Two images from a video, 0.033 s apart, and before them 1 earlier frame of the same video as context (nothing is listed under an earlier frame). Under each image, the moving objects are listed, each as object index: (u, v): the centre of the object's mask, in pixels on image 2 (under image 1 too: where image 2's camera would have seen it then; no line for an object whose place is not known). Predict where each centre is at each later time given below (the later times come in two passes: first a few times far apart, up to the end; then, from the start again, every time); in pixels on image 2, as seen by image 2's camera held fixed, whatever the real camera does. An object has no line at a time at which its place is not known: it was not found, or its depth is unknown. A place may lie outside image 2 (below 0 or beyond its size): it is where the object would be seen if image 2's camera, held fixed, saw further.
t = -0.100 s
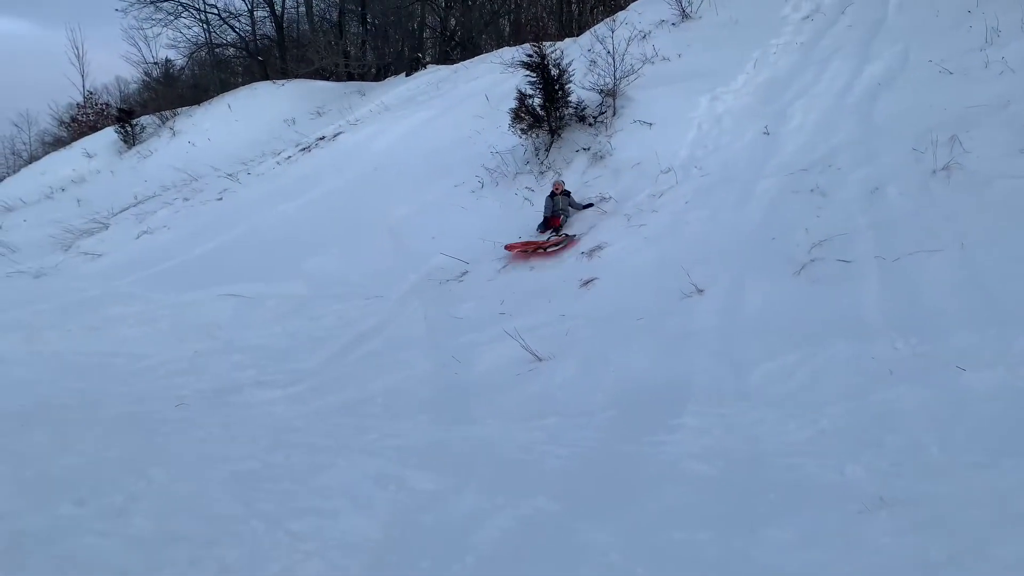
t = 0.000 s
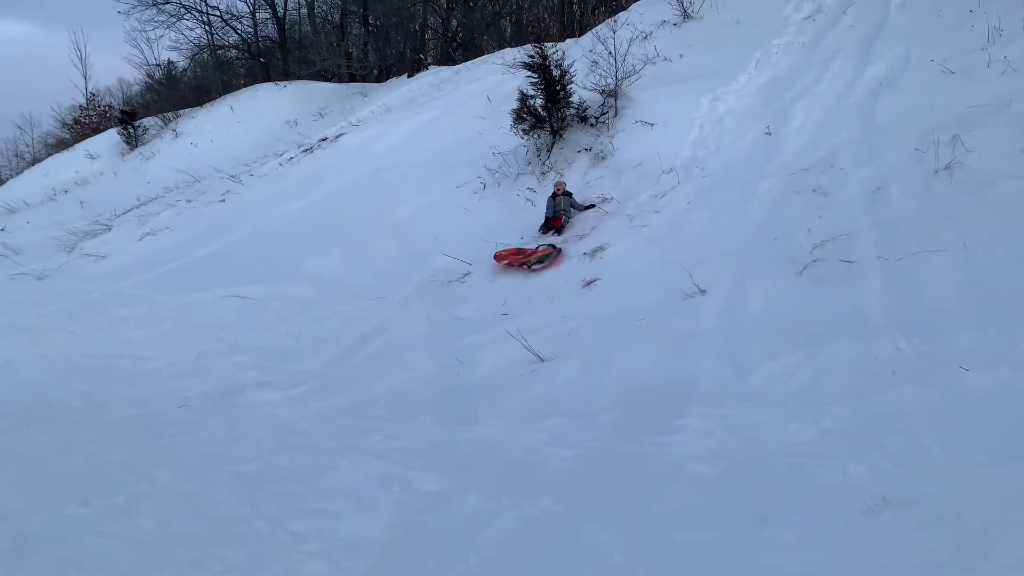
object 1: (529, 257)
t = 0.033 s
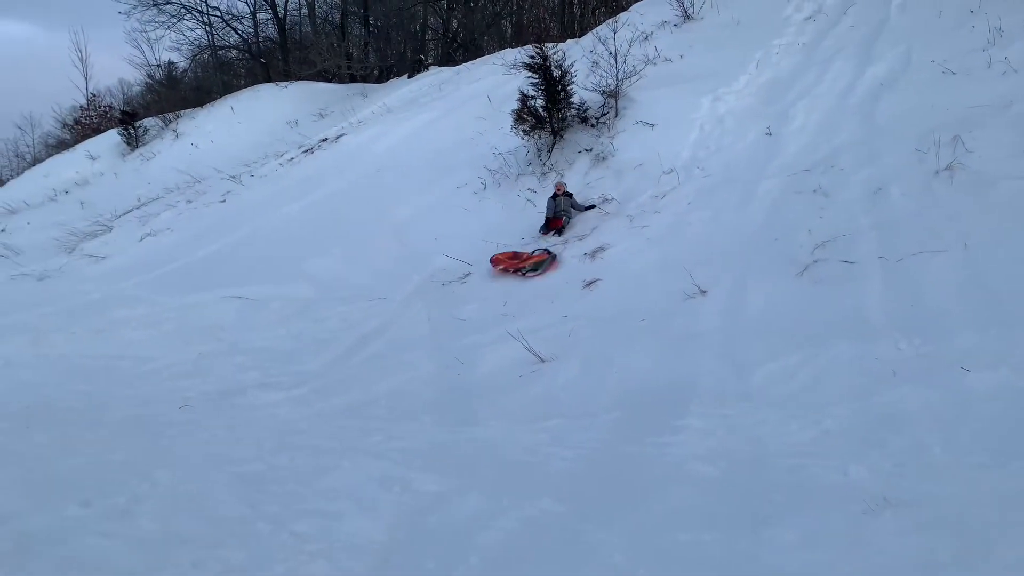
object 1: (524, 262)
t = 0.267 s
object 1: (480, 297)
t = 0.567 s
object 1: (409, 330)
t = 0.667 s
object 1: (383, 344)
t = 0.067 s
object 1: (518, 267)
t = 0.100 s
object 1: (513, 272)
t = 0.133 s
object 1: (507, 277)
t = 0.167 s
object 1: (501, 283)
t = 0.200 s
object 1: (494, 288)
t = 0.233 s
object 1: (487, 293)
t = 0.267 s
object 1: (480, 297)
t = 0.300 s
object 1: (472, 301)
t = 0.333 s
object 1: (465, 306)
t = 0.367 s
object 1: (458, 310)
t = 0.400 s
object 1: (449, 313)
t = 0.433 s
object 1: (442, 318)
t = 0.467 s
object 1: (434, 321)
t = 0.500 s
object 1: (426, 324)
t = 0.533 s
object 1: (417, 326)
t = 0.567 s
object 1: (409, 330)
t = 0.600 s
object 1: (401, 335)
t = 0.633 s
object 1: (392, 337)
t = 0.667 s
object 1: (383, 344)
